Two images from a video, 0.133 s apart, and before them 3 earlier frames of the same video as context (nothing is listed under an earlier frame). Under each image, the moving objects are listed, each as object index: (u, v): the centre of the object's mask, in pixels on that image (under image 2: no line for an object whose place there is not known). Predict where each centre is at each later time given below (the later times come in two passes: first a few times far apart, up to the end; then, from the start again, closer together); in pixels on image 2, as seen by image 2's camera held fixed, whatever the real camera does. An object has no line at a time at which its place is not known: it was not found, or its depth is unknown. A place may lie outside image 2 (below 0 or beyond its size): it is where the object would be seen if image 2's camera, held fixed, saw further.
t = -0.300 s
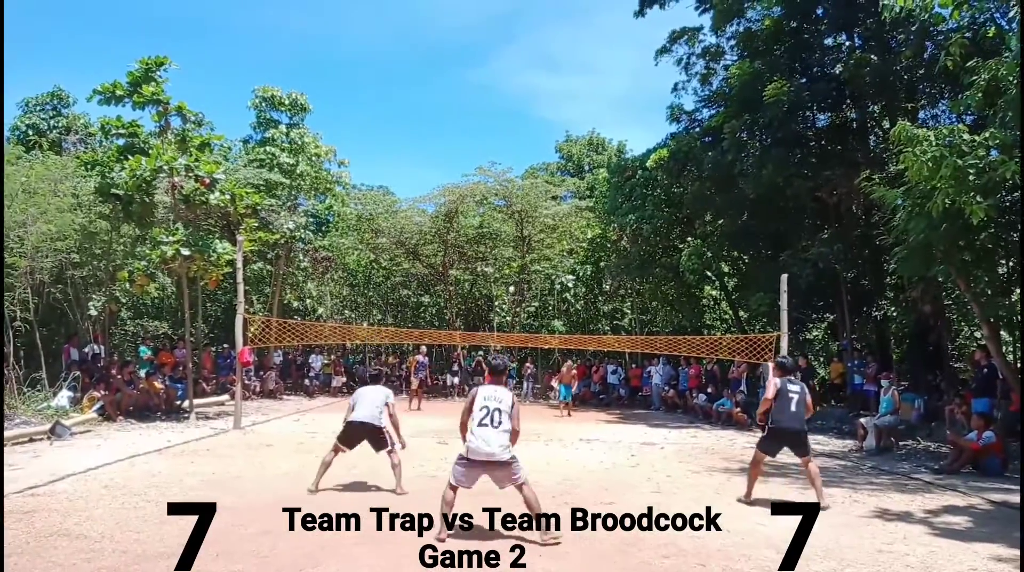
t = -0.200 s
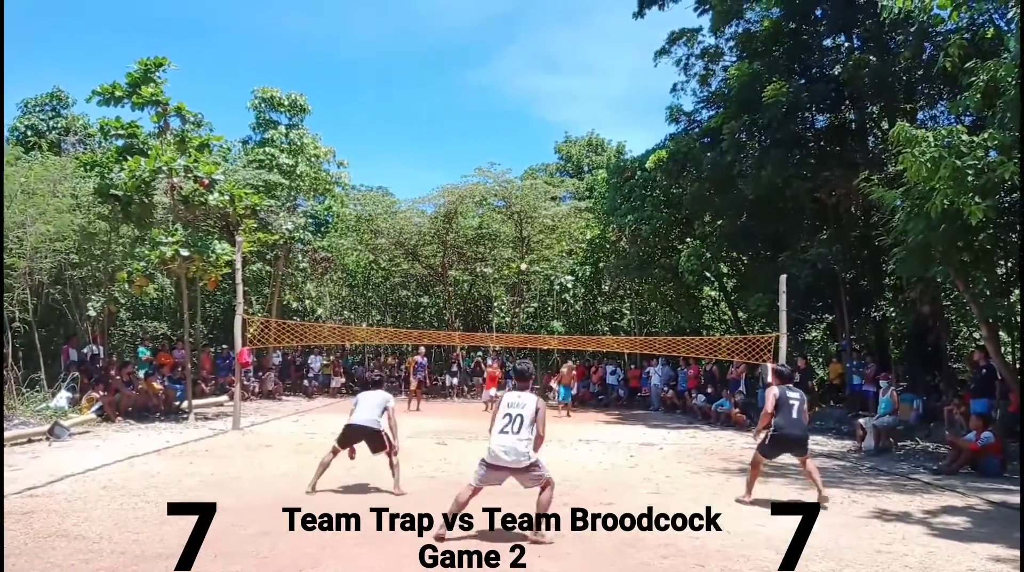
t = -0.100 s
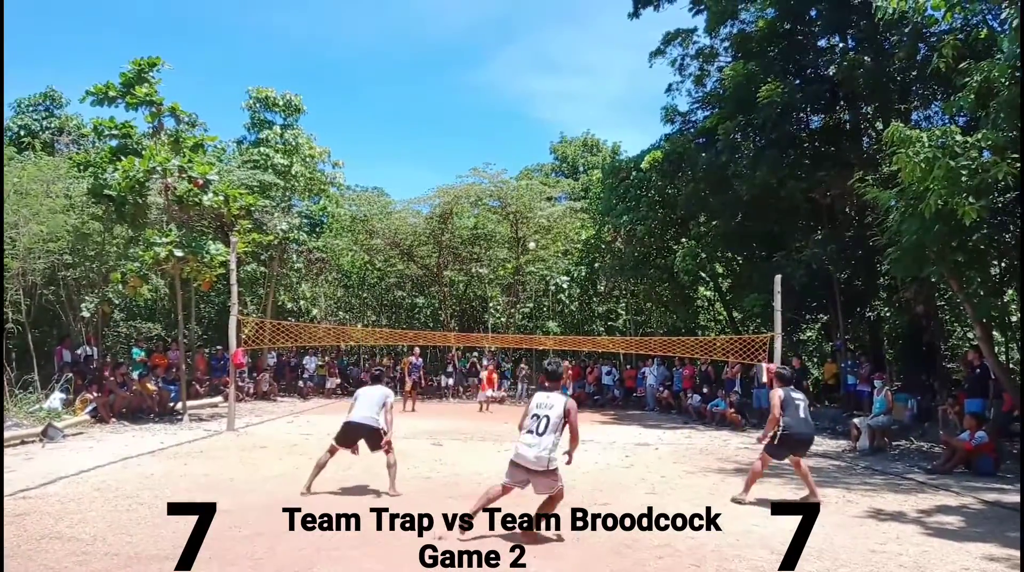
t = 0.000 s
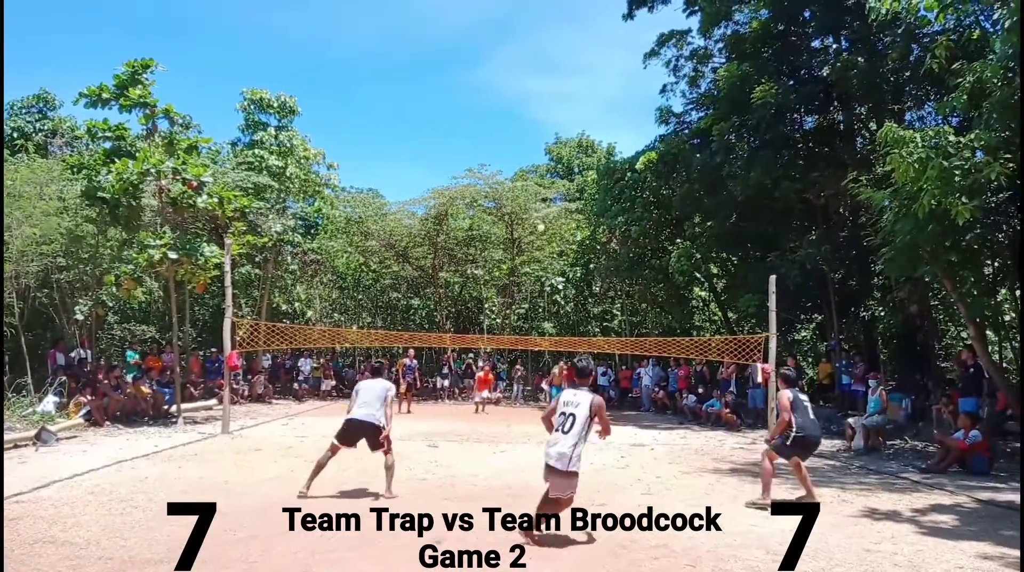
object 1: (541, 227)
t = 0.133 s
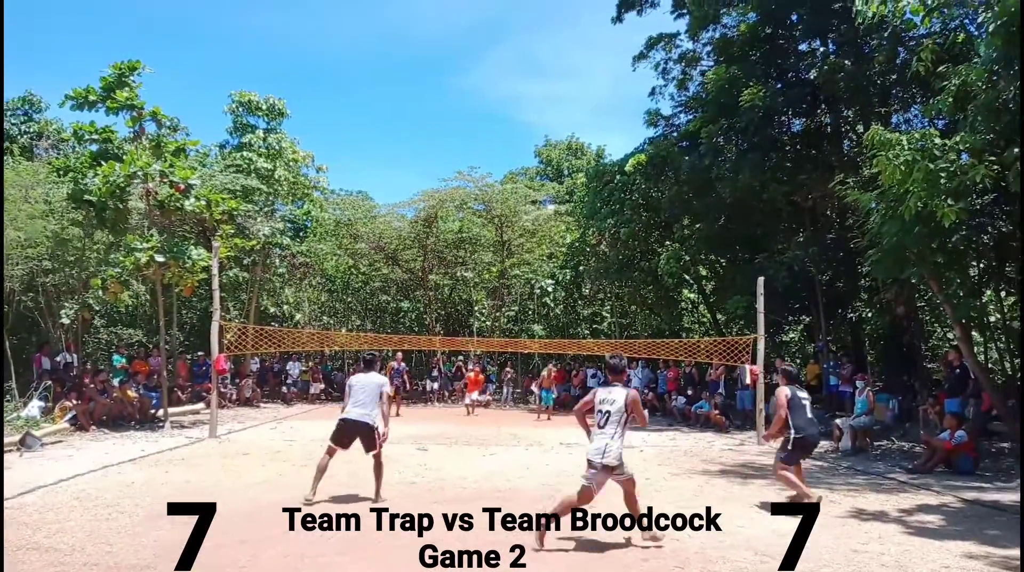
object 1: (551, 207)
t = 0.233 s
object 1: (568, 197)
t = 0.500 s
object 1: (624, 185)
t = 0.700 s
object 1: (679, 207)
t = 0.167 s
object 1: (556, 204)
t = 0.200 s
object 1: (562, 200)
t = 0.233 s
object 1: (568, 197)
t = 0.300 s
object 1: (581, 190)
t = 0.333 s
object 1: (587, 188)
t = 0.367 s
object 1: (594, 187)
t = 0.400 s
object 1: (601, 185)
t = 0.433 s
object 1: (609, 185)
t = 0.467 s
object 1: (617, 185)
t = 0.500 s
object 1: (624, 185)
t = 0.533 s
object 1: (633, 186)
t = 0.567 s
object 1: (642, 189)
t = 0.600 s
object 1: (650, 192)
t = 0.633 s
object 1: (659, 196)
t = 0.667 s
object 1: (669, 200)
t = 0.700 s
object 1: (679, 207)
